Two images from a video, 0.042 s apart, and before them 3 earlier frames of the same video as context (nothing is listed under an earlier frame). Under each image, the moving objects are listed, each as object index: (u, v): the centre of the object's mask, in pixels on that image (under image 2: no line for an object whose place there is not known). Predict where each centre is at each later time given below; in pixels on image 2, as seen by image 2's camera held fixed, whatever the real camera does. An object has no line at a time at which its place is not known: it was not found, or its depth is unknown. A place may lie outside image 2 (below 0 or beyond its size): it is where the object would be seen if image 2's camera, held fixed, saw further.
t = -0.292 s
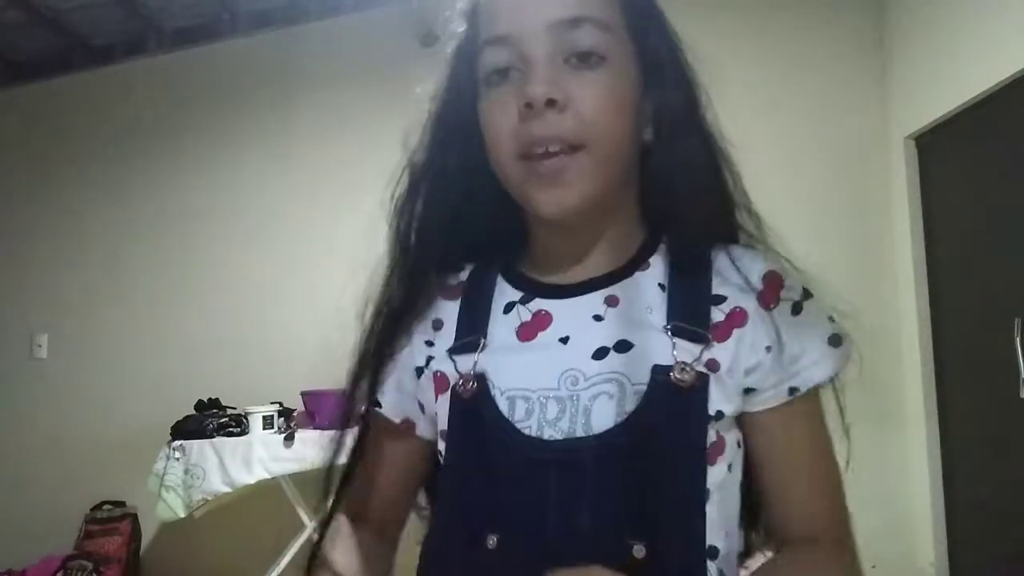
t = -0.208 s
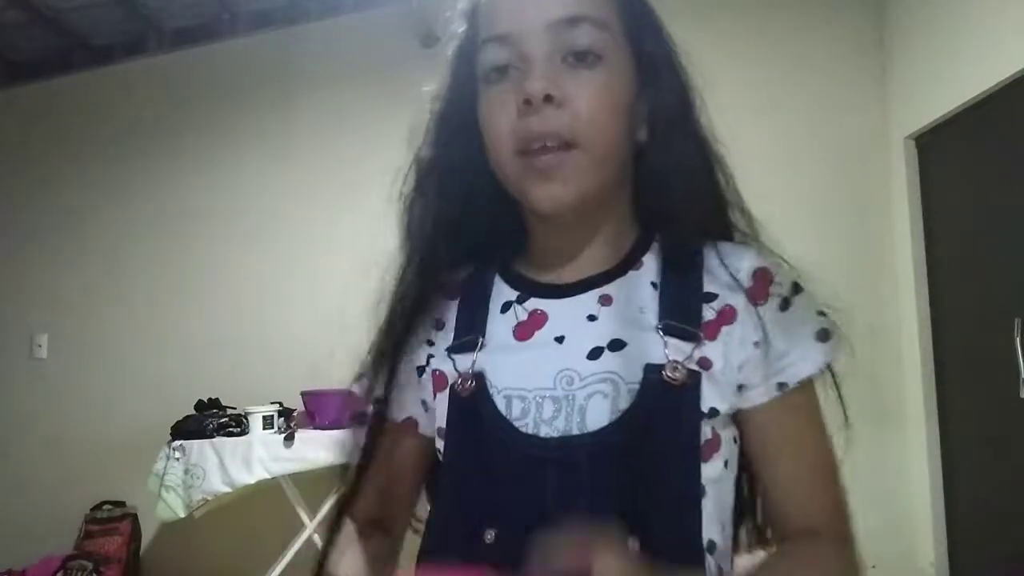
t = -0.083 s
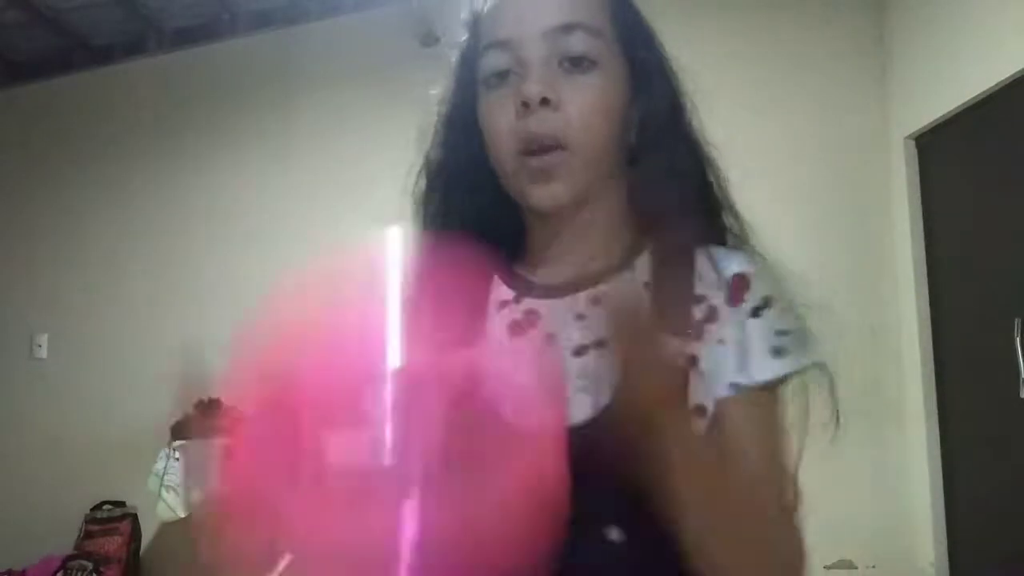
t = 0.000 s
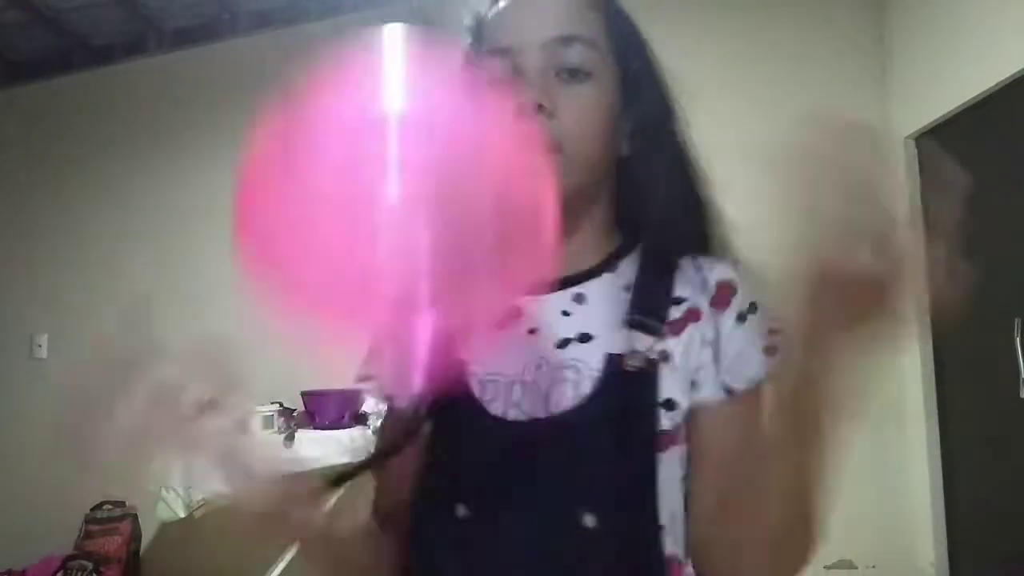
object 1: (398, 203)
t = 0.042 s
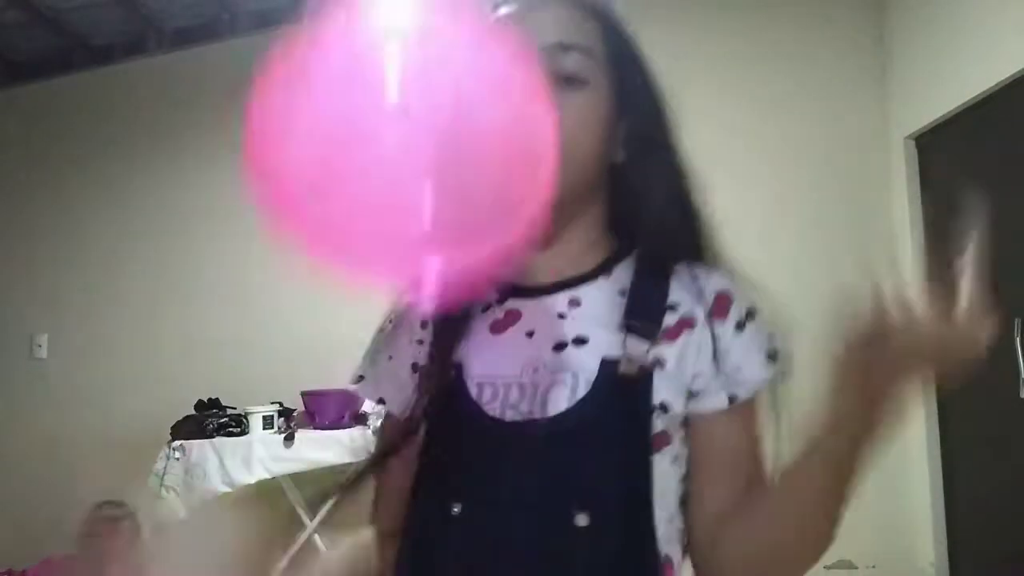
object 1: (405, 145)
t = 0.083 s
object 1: (410, 115)
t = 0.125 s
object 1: (416, 98)
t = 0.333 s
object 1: (441, 379)
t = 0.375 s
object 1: (439, 449)
